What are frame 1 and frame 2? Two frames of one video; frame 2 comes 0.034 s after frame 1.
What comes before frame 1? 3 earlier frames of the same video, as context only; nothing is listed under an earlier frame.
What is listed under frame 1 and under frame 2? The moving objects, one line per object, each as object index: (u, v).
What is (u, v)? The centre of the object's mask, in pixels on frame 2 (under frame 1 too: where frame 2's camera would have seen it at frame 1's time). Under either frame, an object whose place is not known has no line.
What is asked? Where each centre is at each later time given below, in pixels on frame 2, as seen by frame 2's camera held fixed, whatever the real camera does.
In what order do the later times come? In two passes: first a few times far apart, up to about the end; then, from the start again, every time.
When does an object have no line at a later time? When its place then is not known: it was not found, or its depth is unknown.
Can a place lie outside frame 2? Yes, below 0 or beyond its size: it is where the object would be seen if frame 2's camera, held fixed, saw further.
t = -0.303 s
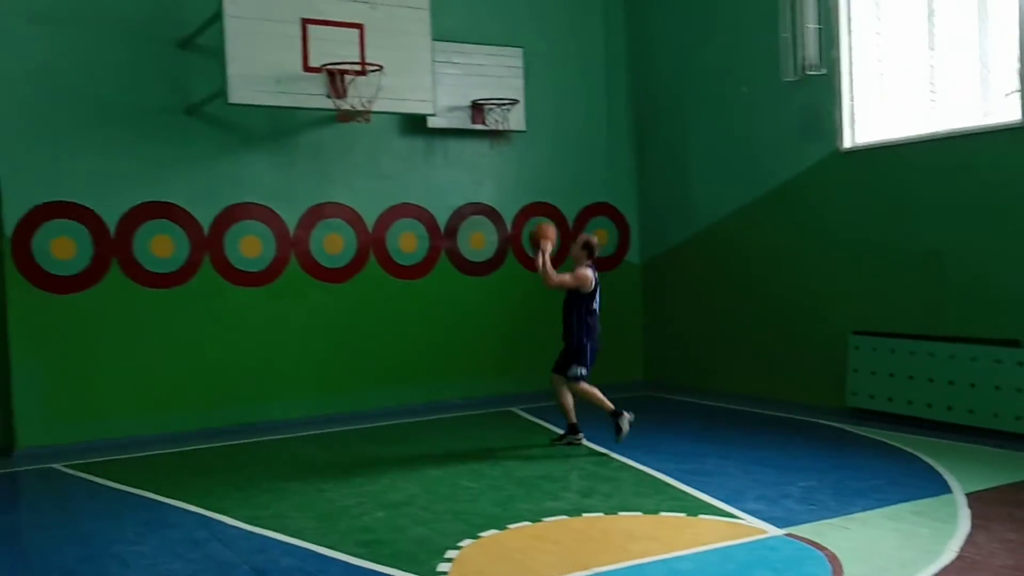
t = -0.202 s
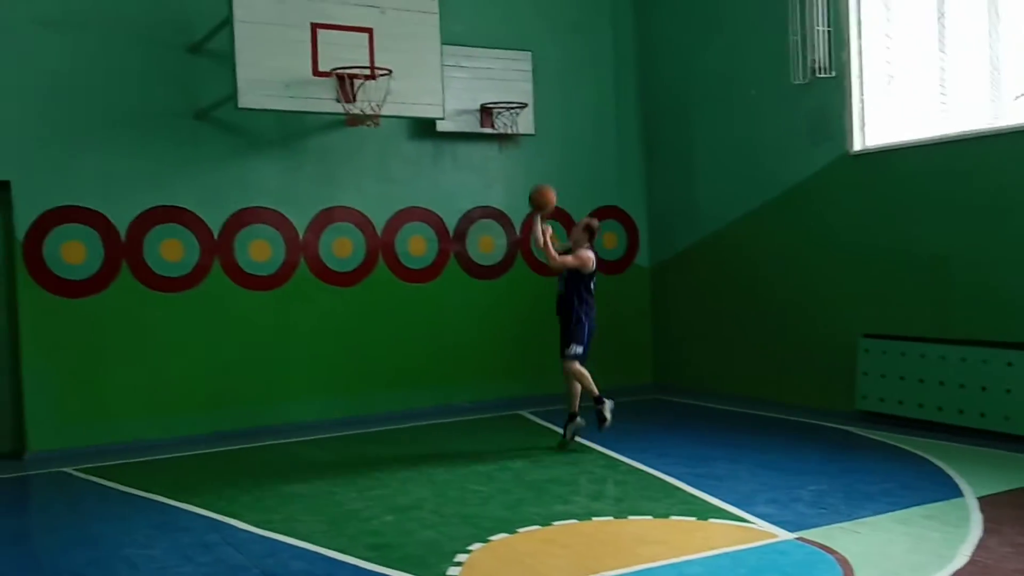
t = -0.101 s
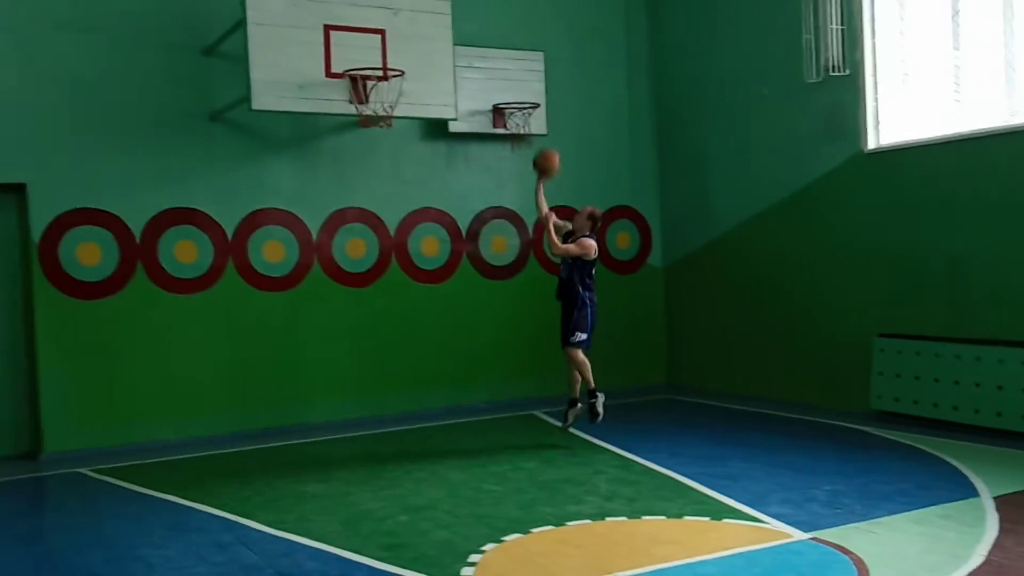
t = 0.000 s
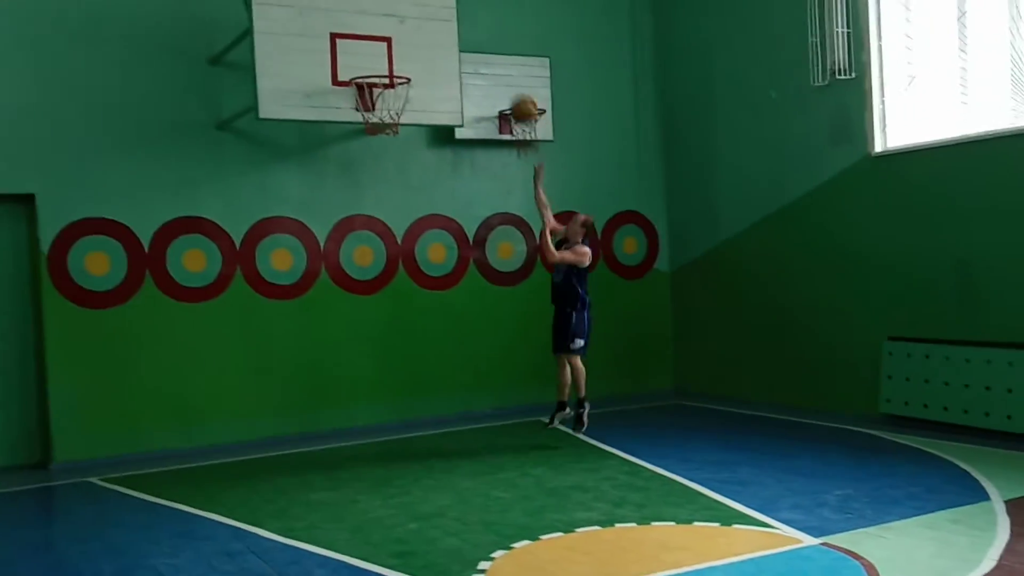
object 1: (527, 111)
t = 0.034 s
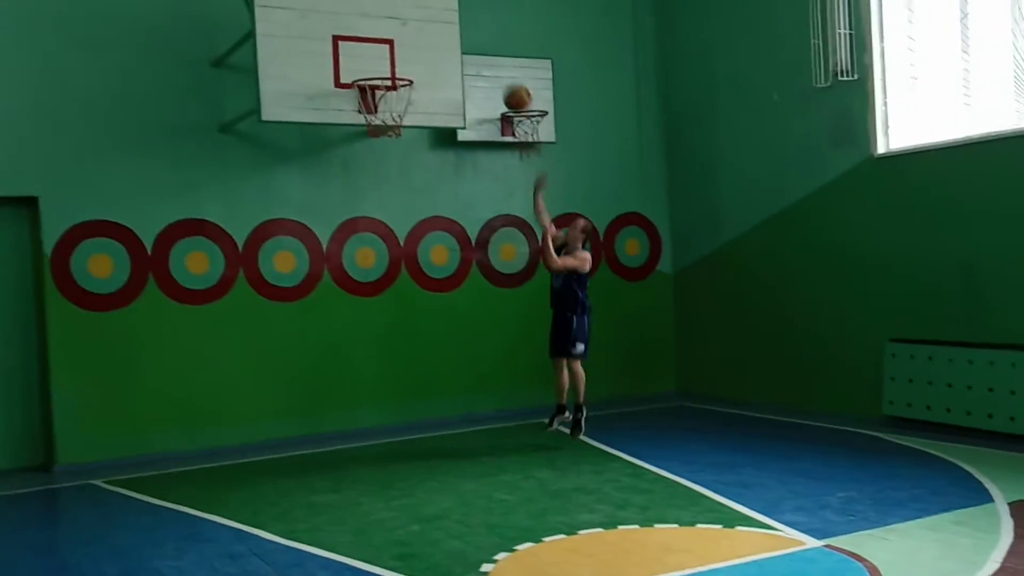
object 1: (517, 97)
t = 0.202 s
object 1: (474, 52)
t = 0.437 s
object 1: (415, 39)
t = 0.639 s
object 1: (372, 78)
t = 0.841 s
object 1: (409, 114)
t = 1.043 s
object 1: (417, 160)
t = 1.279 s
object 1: (429, 273)
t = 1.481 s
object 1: (439, 414)
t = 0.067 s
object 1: (509, 87)
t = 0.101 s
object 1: (500, 76)
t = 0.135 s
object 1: (491, 67)
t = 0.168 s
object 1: (483, 59)
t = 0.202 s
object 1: (474, 52)
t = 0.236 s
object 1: (466, 46)
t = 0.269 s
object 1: (457, 42)
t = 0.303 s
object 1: (449, 38)
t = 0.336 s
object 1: (440, 36)
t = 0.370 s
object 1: (432, 37)
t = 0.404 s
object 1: (424, 37)
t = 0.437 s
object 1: (415, 39)
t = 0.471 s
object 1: (406, 43)
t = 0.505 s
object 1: (398, 48)
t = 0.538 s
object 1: (389, 54)
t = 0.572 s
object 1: (380, 62)
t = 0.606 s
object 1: (371, 70)
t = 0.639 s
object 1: (372, 78)
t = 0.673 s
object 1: (381, 84)
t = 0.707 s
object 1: (389, 91)
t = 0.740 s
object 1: (399, 99)
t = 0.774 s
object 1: (404, 107)
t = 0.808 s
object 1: (407, 110)
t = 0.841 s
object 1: (409, 114)
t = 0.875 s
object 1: (411, 119)
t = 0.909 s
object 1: (412, 124)
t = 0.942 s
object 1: (413, 131)
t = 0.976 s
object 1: (414, 140)
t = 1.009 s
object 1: (415, 149)
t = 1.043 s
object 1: (417, 160)
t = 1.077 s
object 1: (418, 172)
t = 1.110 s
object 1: (419, 185)
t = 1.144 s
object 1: (421, 199)
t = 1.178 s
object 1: (422, 215)
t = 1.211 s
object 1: (424, 232)
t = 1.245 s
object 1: (427, 251)
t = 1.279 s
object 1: (429, 273)
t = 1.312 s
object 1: (429, 292)
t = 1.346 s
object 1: (431, 314)
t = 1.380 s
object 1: (433, 337)
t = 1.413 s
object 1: (435, 362)
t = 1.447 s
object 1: (438, 388)
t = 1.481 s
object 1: (439, 414)
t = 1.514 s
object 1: (442, 443)
